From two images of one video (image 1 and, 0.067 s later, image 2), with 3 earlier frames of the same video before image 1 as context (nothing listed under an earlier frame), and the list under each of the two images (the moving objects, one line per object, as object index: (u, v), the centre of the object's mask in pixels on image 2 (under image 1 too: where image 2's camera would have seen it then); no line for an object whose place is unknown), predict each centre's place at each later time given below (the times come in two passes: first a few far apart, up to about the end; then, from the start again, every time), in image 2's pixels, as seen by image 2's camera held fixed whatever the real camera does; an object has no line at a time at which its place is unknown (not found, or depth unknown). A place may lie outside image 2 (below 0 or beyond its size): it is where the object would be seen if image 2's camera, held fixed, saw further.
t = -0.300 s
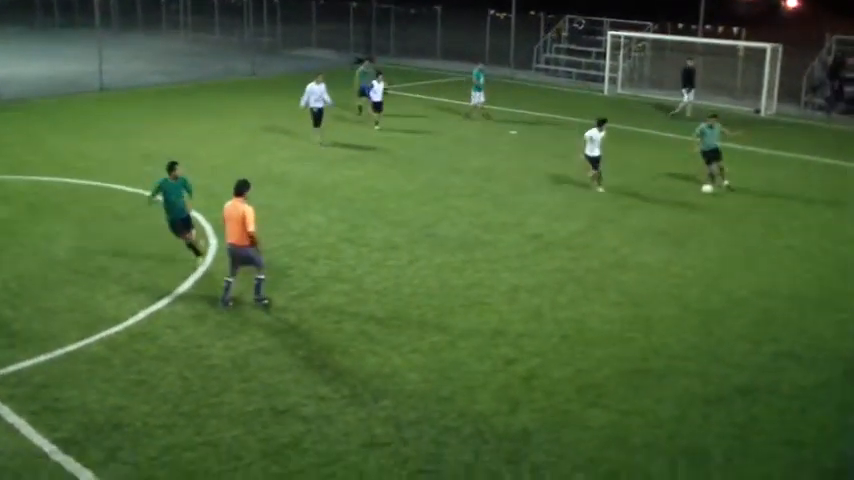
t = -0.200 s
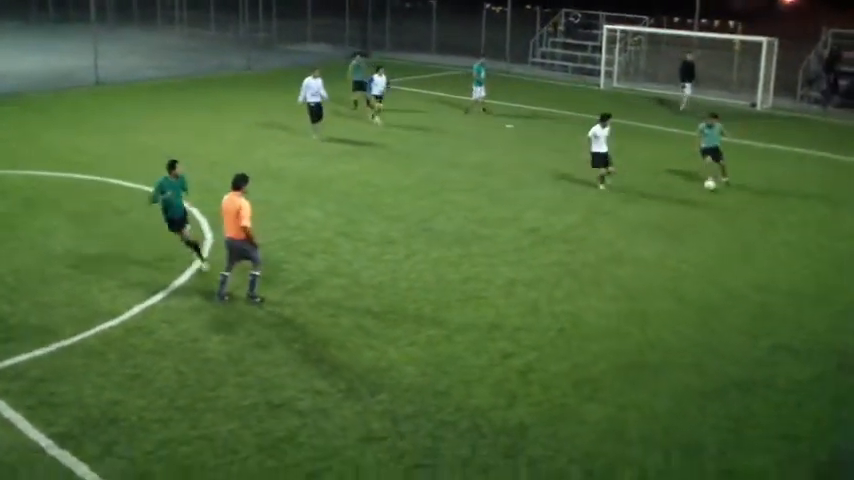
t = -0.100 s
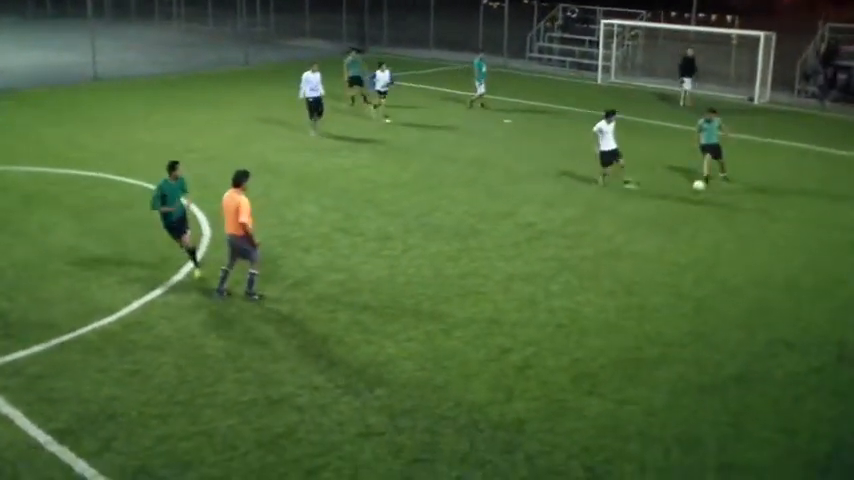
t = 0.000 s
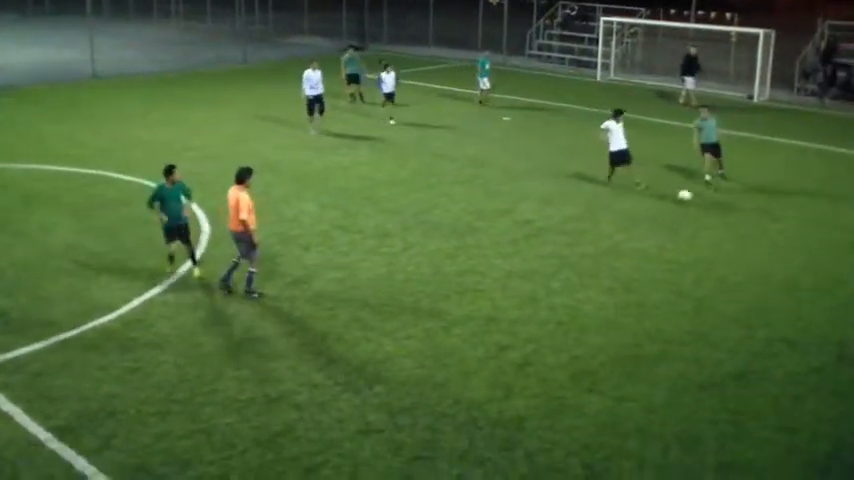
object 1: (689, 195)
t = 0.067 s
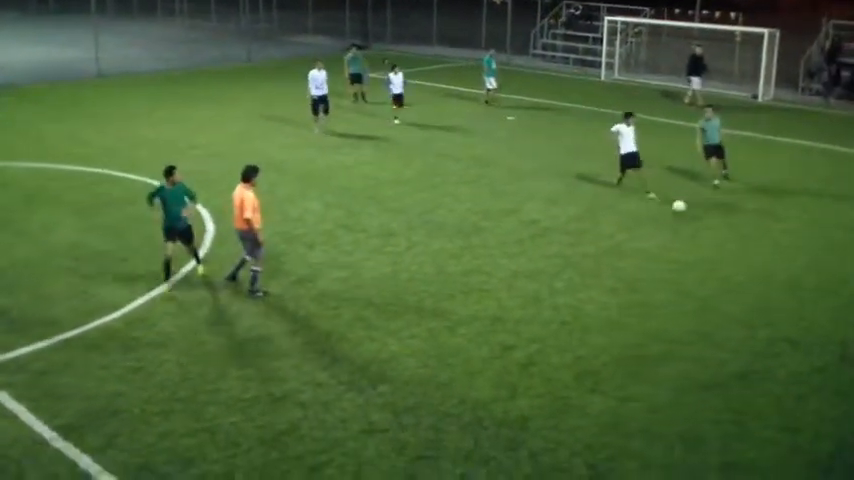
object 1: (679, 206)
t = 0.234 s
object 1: (656, 227)
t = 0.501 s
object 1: (613, 262)
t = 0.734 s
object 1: (579, 292)
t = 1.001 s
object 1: (544, 326)
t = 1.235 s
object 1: (514, 357)
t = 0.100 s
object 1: (673, 212)
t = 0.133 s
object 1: (669, 217)
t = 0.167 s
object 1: (664, 220)
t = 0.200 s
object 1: (660, 223)
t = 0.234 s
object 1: (656, 227)
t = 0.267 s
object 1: (650, 232)
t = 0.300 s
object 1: (643, 238)
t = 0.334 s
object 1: (638, 243)
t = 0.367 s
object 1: (633, 246)
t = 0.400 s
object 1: (629, 250)
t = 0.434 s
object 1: (624, 252)
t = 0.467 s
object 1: (618, 257)
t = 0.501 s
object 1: (613, 262)
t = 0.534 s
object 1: (607, 269)
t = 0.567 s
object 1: (602, 272)
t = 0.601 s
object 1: (598, 275)
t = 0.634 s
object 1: (593, 278)
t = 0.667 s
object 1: (589, 283)
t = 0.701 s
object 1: (584, 287)
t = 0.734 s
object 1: (579, 292)
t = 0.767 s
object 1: (575, 296)
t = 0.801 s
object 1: (571, 298)
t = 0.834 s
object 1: (566, 302)
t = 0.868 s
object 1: (561, 306)
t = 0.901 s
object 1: (557, 309)
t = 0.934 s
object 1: (553, 316)
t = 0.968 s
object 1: (549, 322)
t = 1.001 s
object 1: (544, 326)
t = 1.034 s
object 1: (540, 329)
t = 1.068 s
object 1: (537, 332)
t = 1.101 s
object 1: (532, 337)
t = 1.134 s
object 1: (528, 343)
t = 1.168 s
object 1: (523, 350)
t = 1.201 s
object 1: (518, 354)
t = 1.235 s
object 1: (514, 357)
